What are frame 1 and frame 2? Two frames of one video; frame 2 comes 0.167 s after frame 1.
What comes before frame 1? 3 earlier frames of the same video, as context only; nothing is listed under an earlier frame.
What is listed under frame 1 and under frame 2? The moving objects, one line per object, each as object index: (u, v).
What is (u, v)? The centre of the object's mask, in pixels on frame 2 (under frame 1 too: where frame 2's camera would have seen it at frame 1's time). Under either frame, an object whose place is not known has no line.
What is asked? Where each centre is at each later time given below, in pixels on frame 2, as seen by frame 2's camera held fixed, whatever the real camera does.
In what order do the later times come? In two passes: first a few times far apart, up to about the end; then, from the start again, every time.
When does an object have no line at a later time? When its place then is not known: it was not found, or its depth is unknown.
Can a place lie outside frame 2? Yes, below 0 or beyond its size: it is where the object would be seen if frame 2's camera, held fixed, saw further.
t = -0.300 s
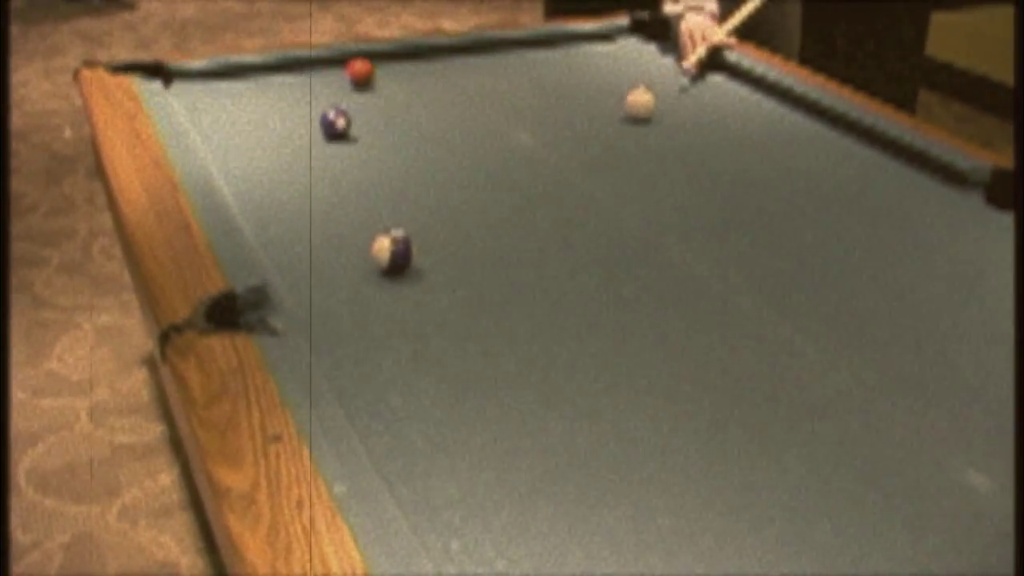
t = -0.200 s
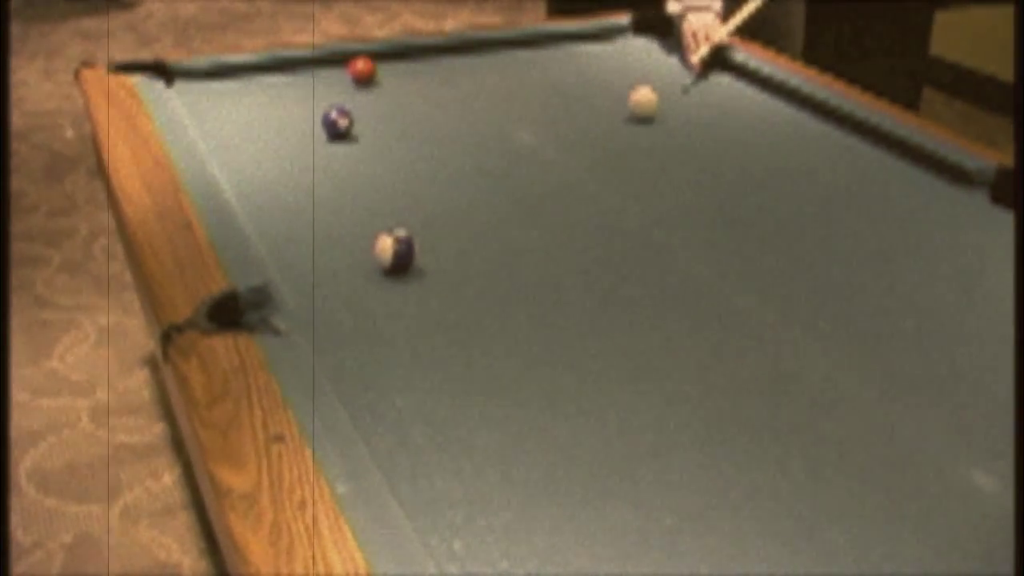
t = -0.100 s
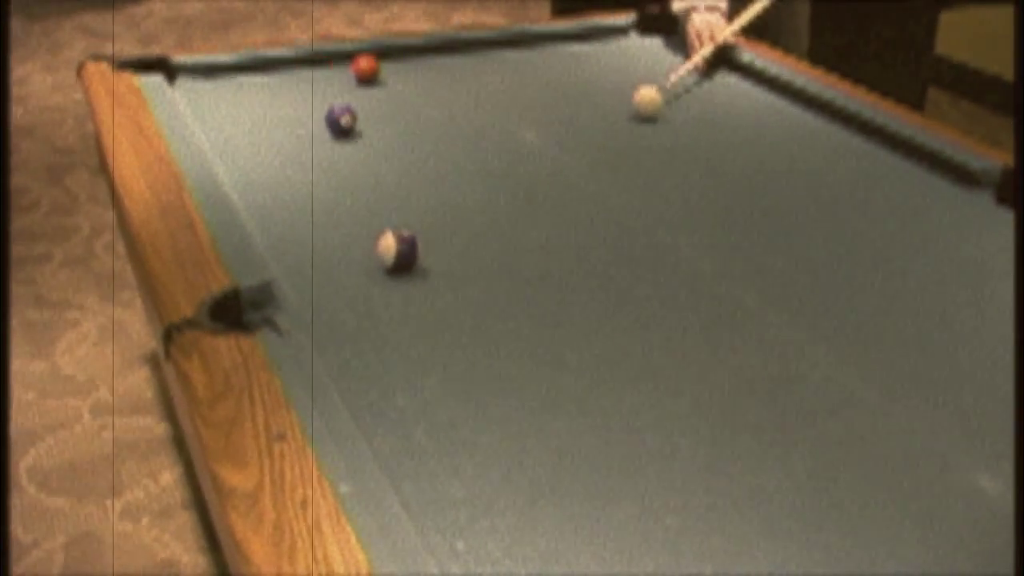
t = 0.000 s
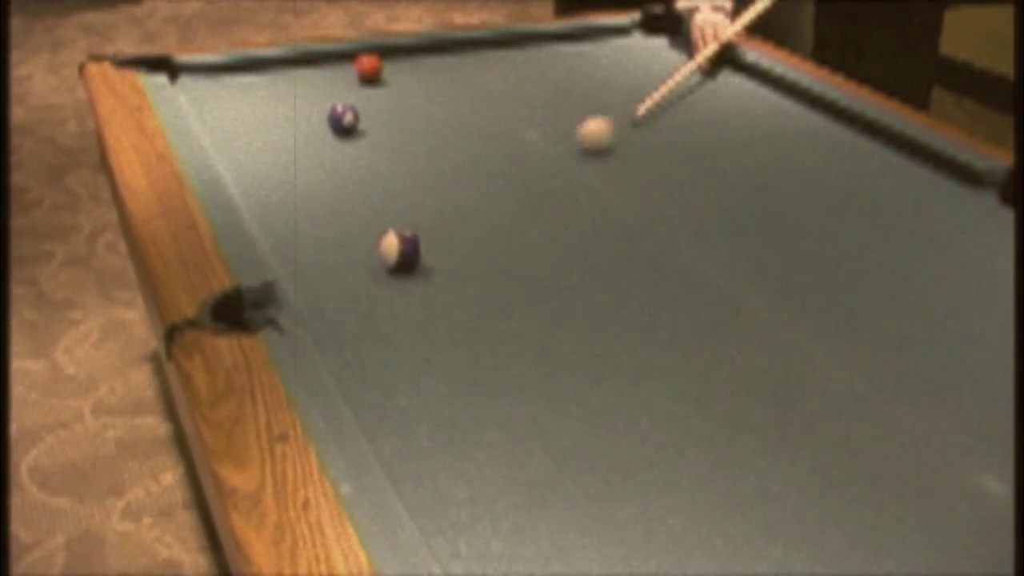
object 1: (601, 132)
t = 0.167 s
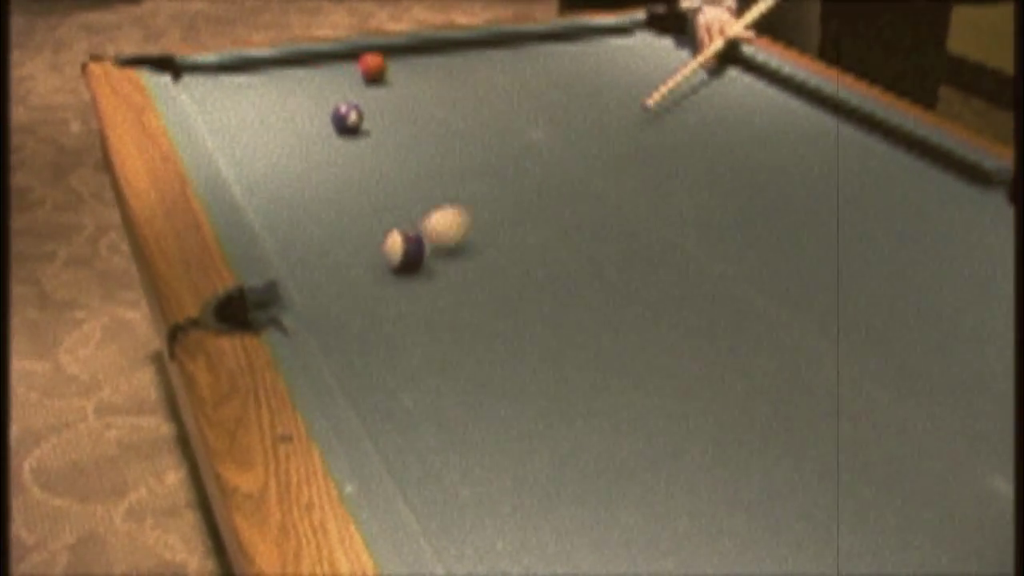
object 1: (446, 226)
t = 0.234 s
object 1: (439, 237)
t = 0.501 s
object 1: (433, 266)
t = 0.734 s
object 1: (421, 294)
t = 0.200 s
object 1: (437, 234)
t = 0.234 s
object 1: (439, 237)
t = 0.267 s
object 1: (441, 240)
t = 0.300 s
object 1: (441, 243)
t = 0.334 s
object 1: (441, 246)
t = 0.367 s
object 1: (440, 251)
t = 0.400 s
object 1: (438, 254)
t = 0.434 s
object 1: (437, 258)
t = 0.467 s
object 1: (435, 262)
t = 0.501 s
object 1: (433, 266)
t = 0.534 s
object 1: (432, 270)
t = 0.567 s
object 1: (430, 274)
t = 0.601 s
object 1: (429, 278)
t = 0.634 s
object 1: (427, 281)
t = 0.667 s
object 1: (425, 286)
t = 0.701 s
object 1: (423, 290)
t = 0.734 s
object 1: (421, 294)
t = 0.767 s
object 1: (419, 298)
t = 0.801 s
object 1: (418, 302)
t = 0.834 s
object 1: (416, 306)
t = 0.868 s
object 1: (414, 310)
